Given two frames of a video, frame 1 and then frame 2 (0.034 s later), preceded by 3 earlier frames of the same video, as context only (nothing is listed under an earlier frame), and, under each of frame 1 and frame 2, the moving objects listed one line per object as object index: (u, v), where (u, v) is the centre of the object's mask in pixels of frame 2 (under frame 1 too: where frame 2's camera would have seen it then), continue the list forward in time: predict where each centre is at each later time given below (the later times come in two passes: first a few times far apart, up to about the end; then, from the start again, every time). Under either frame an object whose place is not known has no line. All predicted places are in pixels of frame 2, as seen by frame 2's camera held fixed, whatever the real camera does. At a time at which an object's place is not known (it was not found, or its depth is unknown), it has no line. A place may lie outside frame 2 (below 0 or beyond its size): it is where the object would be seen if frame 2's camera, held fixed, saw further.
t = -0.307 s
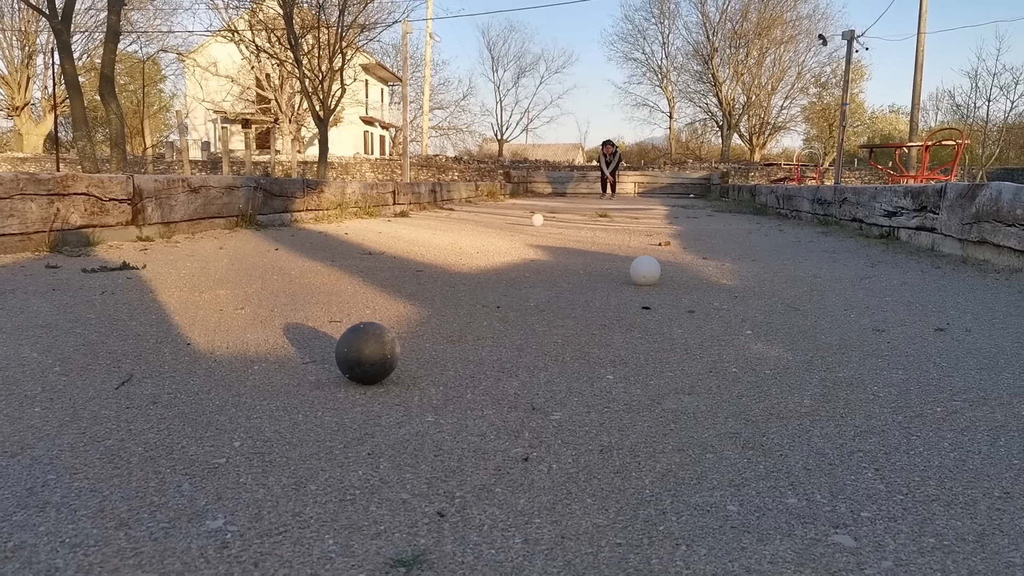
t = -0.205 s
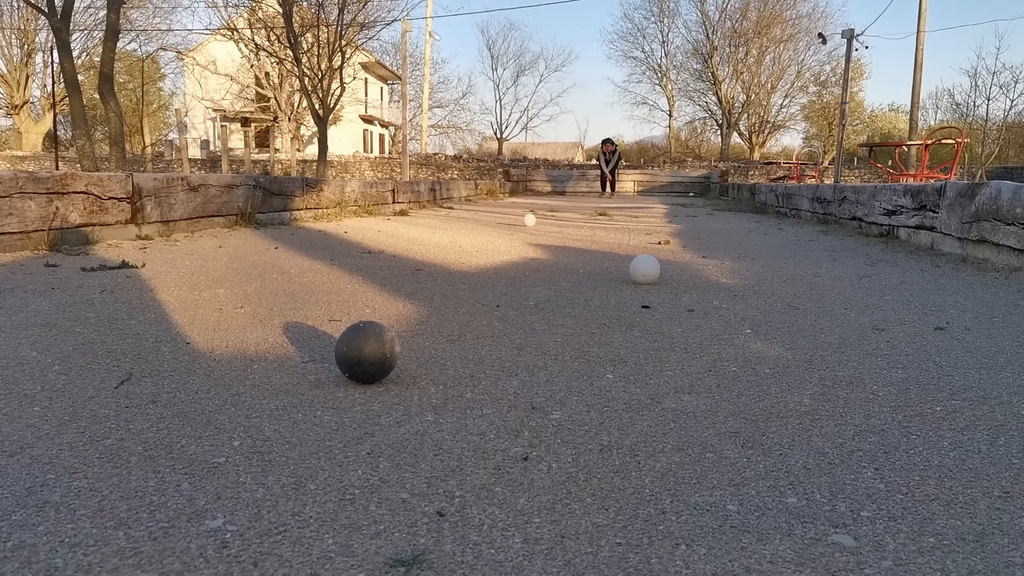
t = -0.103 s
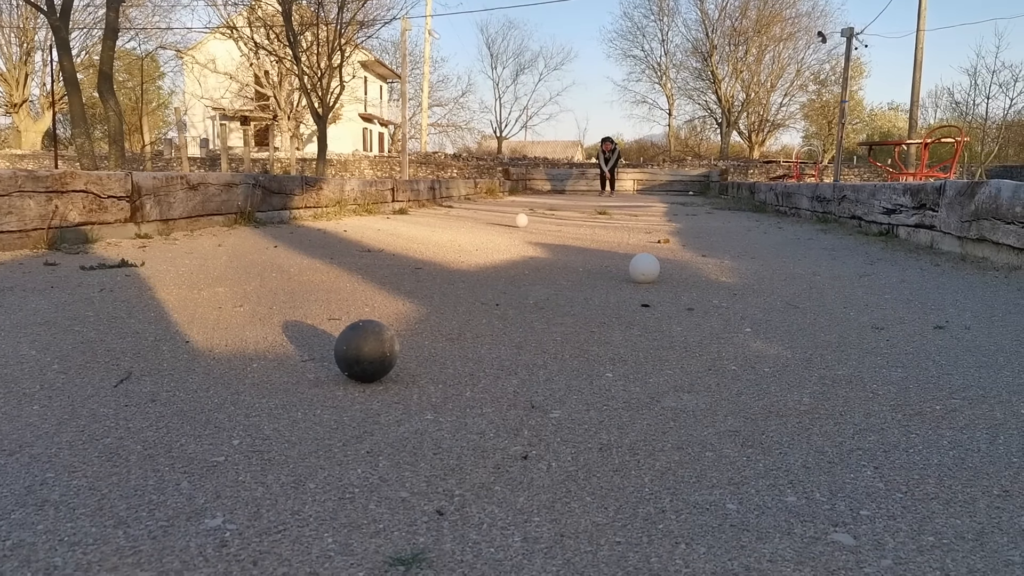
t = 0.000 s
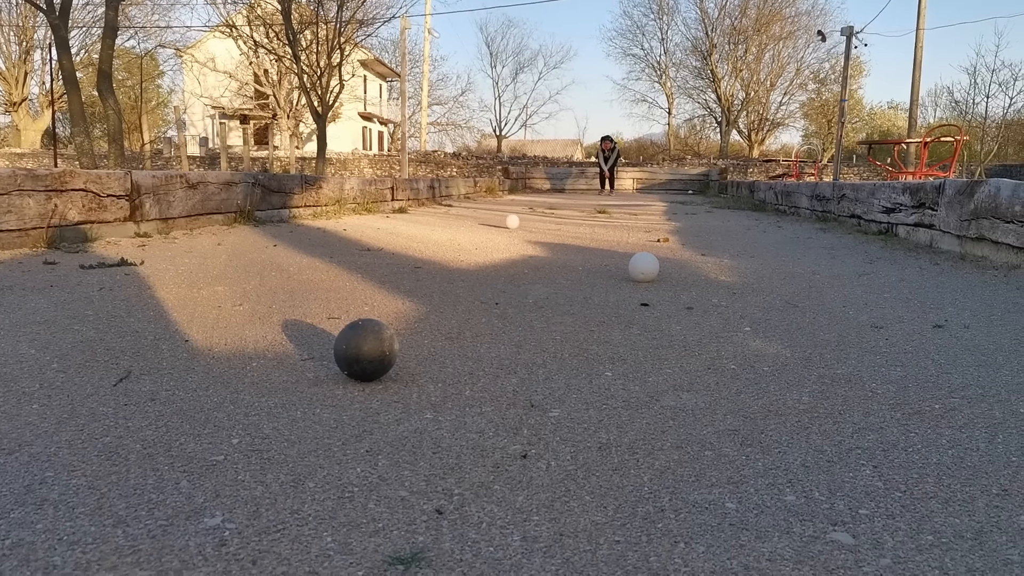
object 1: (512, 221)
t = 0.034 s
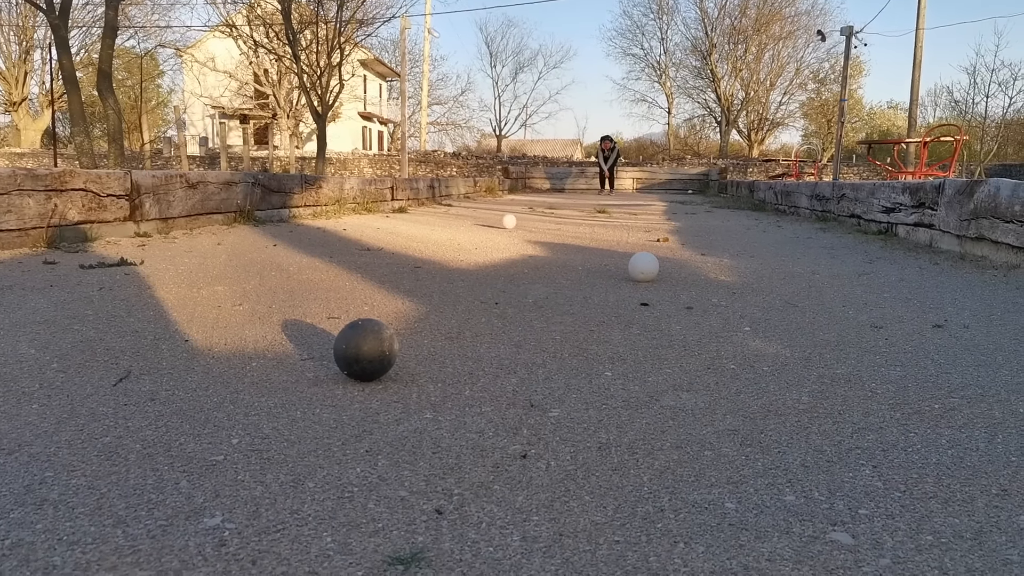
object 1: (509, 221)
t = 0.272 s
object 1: (485, 227)
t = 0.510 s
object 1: (461, 233)
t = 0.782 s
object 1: (434, 242)
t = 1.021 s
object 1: (408, 246)
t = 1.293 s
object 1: (375, 259)
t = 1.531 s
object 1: (342, 274)
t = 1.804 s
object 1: (301, 293)
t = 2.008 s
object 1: (264, 311)
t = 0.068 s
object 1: (506, 221)
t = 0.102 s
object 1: (503, 223)
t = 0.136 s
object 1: (500, 224)
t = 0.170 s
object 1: (496, 224)
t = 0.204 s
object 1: (493, 226)
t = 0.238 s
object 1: (489, 226)
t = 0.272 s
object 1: (485, 227)
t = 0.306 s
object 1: (482, 227)
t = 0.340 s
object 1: (478, 227)
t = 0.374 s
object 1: (475, 229)
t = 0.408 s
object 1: (471, 230)
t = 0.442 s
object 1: (468, 230)
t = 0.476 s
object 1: (464, 232)
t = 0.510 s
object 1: (461, 233)
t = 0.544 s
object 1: (458, 234)
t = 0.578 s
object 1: (455, 235)
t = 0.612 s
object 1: (451, 236)
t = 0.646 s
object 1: (448, 238)
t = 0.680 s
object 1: (444, 239)
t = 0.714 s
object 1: (441, 240)
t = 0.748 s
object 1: (437, 241)
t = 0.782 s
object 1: (434, 242)
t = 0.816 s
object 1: (431, 243)
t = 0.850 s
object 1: (427, 243)
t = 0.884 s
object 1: (423, 242)
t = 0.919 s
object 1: (419, 243)
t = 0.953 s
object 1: (416, 247)
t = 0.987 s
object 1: (412, 247)
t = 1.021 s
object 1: (408, 246)
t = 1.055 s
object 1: (404, 250)
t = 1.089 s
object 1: (400, 250)
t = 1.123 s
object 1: (396, 251)
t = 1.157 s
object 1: (392, 252)
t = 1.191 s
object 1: (388, 254)
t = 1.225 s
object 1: (383, 256)
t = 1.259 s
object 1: (379, 258)
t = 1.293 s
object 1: (375, 259)
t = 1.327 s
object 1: (370, 260)
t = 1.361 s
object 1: (365, 262)
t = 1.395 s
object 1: (361, 266)
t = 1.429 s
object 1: (356, 267)
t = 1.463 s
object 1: (351, 270)
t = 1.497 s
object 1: (347, 272)
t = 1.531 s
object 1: (342, 274)
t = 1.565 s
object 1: (337, 277)
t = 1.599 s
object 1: (332, 278)
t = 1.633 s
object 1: (327, 281)
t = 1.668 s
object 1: (322, 283)
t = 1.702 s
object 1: (316, 285)
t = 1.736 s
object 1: (311, 288)
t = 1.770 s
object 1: (306, 291)
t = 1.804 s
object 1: (301, 293)
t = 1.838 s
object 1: (295, 296)
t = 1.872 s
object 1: (289, 299)
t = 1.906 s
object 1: (283, 301)
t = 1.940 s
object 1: (277, 305)
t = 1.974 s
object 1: (270, 309)
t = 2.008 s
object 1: (264, 311)
